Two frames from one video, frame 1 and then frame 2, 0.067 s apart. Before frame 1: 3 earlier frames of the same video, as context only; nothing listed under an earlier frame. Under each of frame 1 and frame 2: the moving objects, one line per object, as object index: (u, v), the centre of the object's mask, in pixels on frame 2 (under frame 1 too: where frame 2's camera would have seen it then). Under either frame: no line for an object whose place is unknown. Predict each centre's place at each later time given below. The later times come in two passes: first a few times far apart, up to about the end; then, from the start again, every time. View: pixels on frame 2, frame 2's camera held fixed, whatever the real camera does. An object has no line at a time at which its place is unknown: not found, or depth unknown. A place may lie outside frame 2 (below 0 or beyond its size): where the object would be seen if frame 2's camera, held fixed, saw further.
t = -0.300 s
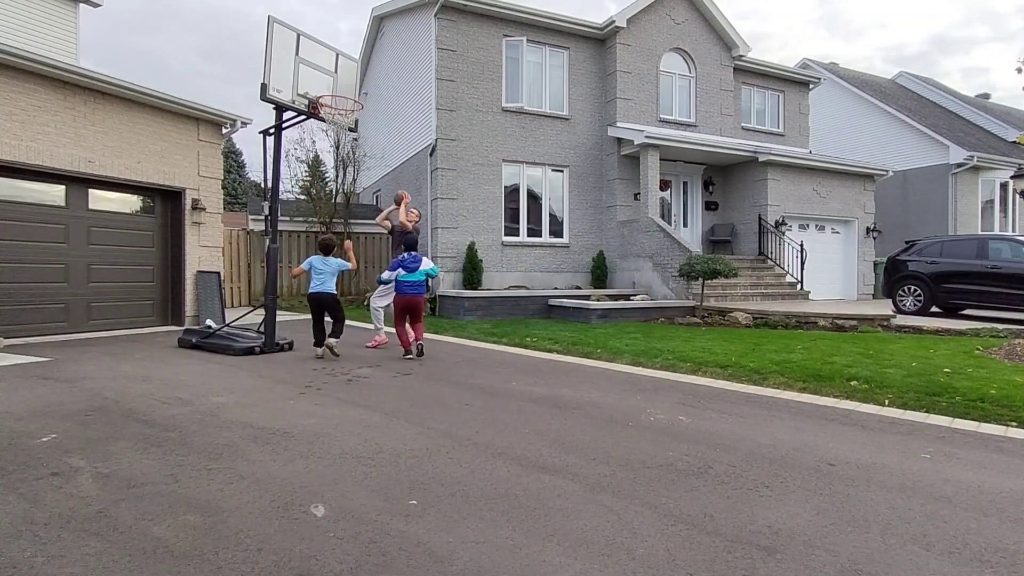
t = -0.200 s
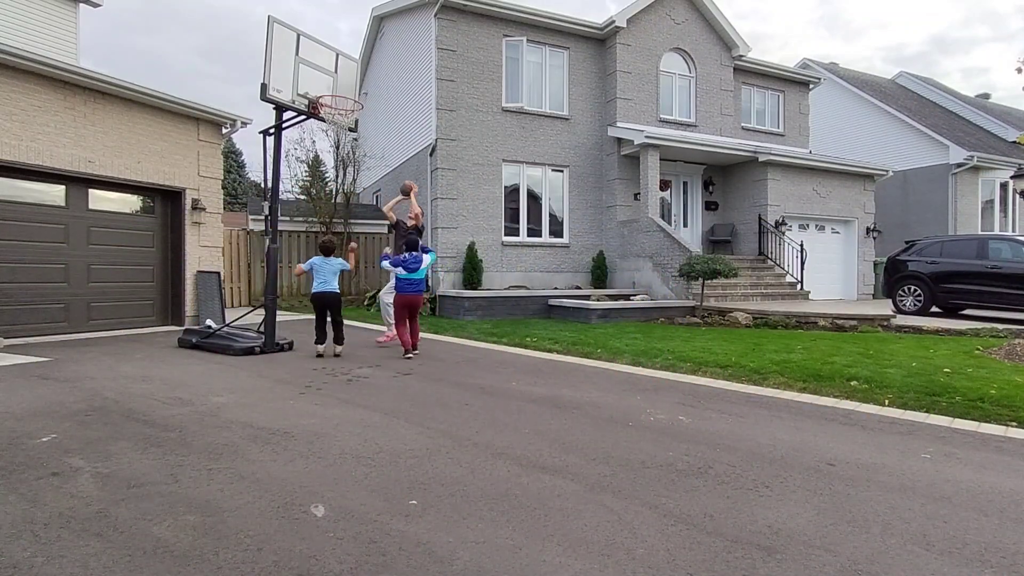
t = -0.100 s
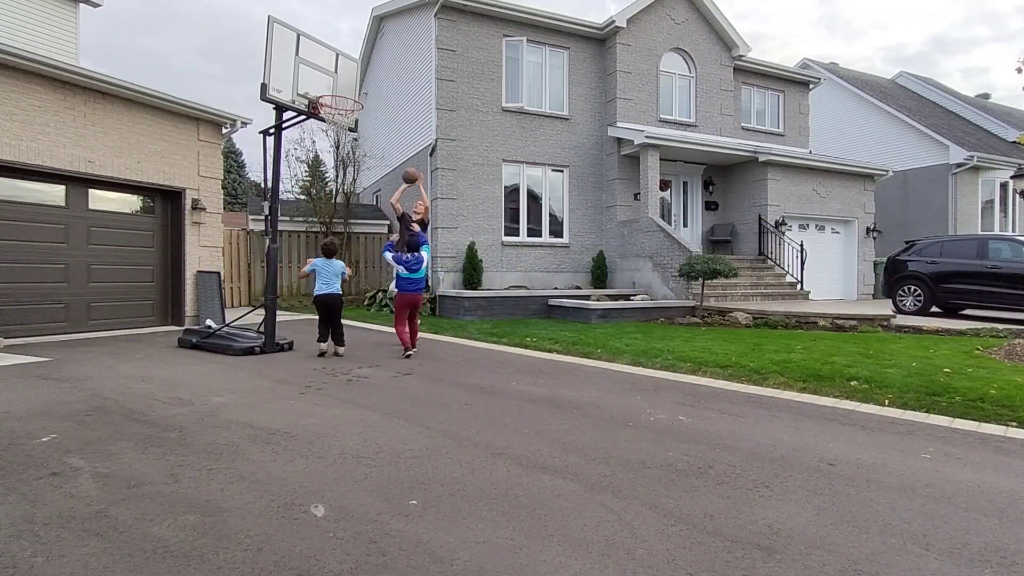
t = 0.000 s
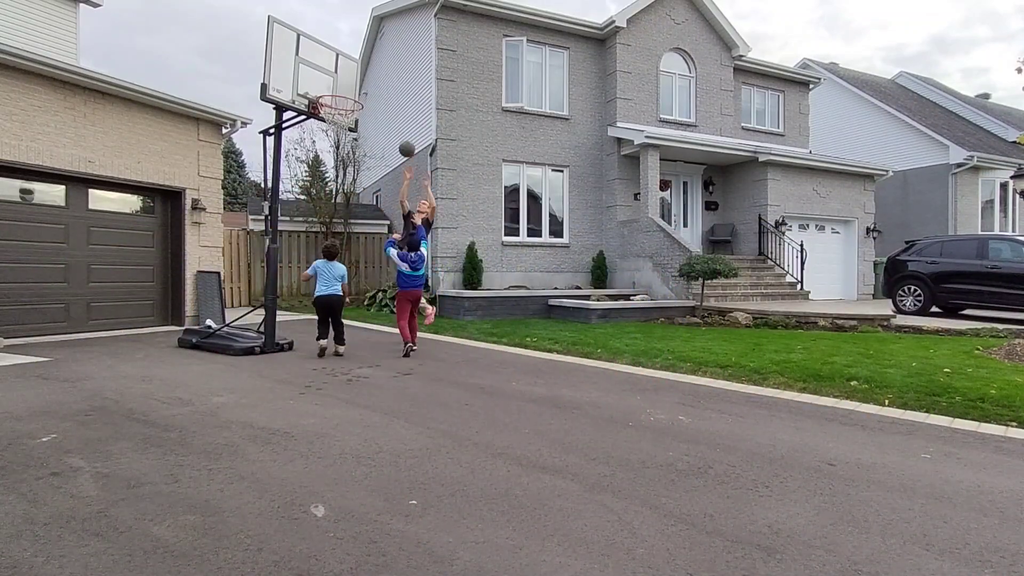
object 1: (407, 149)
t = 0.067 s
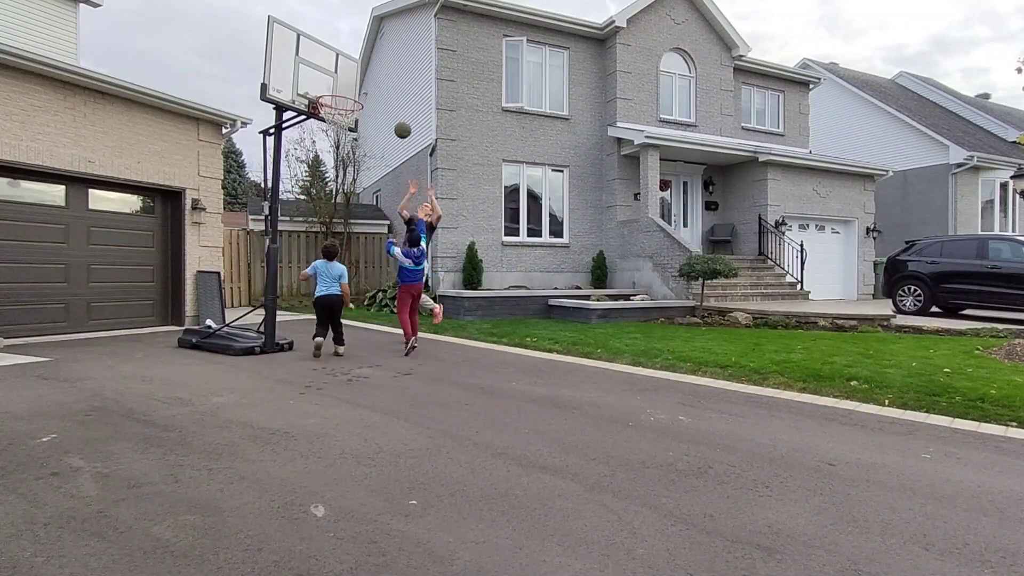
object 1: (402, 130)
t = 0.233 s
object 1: (391, 94)
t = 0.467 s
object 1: (374, 77)
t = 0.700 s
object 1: (365, 89)
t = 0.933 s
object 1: (377, 118)
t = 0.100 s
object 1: (400, 121)
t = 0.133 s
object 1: (398, 113)
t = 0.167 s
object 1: (396, 107)
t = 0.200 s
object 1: (394, 101)
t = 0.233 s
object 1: (391, 94)
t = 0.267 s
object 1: (389, 89)
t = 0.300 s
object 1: (386, 85)
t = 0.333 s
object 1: (384, 82)
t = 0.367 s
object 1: (381, 80)
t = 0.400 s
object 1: (379, 78)
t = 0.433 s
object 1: (376, 77)
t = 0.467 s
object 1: (374, 77)
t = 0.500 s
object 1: (371, 78)
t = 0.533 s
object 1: (368, 80)
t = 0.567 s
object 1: (365, 84)
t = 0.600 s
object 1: (363, 88)
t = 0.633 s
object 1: (362, 91)
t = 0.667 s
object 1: (363, 89)
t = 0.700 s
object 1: (365, 89)
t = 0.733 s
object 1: (366, 90)
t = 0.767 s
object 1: (368, 92)
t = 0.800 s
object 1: (370, 94)
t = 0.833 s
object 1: (371, 99)
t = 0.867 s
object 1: (373, 104)
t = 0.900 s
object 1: (375, 110)
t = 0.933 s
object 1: (377, 118)
